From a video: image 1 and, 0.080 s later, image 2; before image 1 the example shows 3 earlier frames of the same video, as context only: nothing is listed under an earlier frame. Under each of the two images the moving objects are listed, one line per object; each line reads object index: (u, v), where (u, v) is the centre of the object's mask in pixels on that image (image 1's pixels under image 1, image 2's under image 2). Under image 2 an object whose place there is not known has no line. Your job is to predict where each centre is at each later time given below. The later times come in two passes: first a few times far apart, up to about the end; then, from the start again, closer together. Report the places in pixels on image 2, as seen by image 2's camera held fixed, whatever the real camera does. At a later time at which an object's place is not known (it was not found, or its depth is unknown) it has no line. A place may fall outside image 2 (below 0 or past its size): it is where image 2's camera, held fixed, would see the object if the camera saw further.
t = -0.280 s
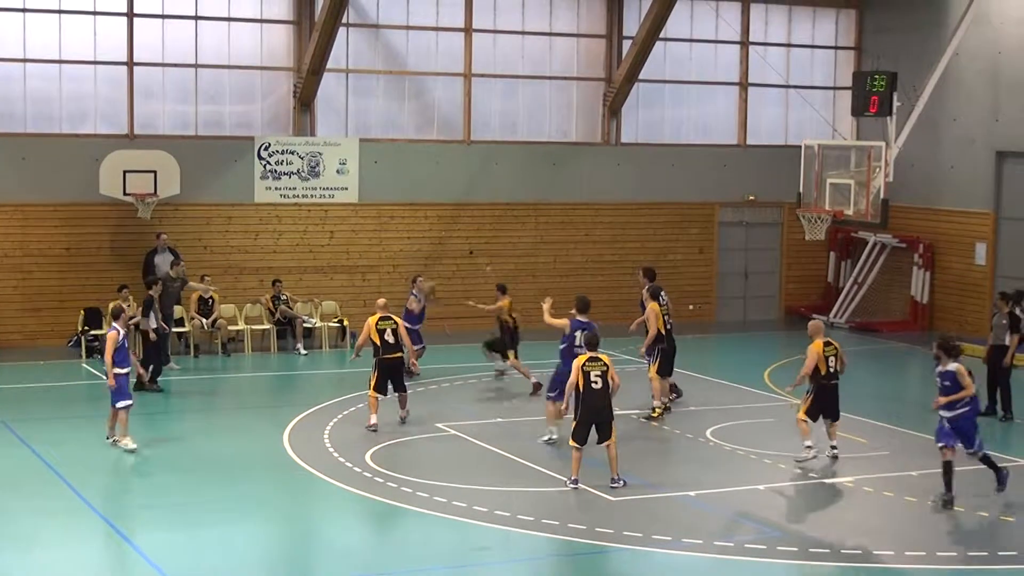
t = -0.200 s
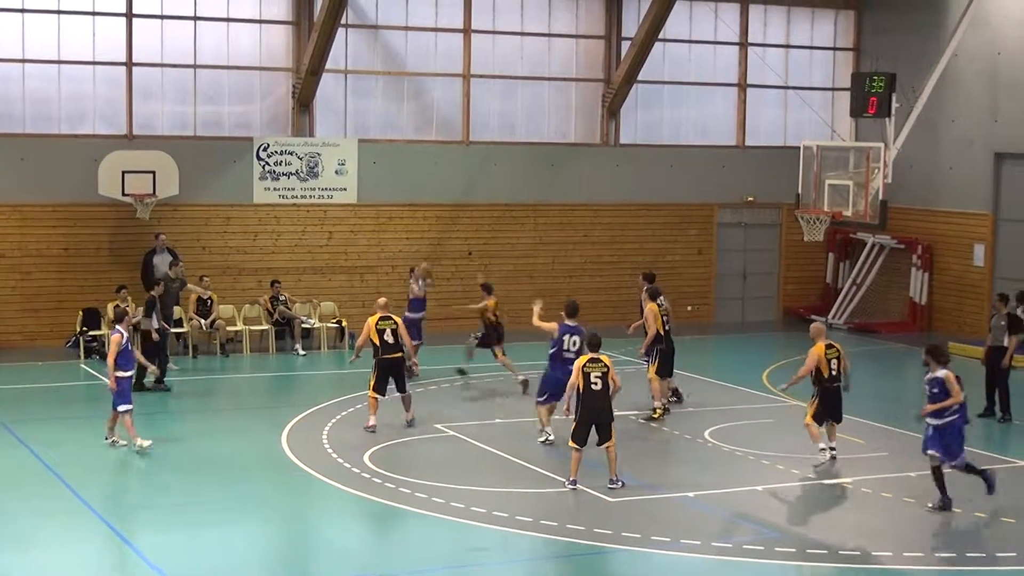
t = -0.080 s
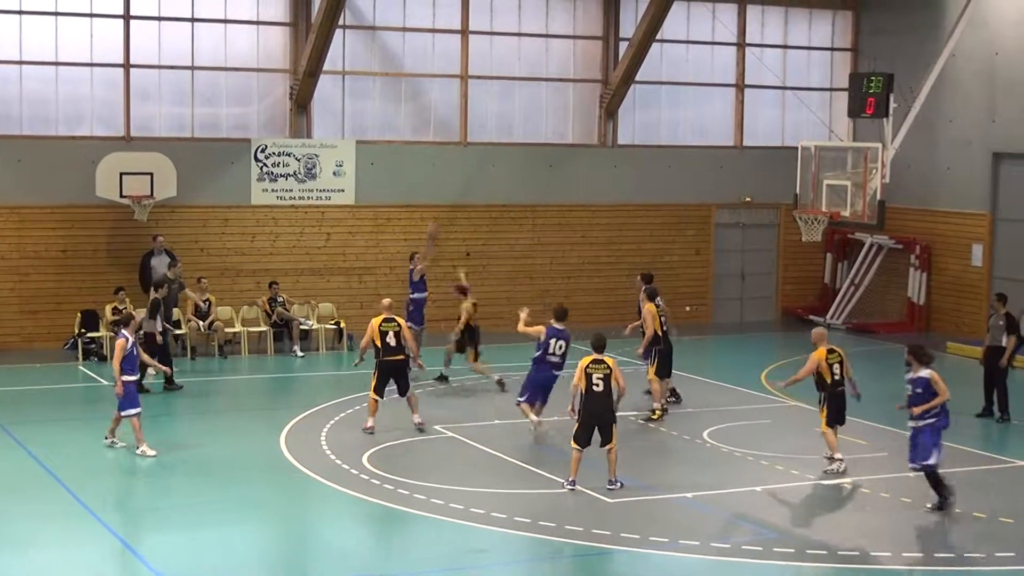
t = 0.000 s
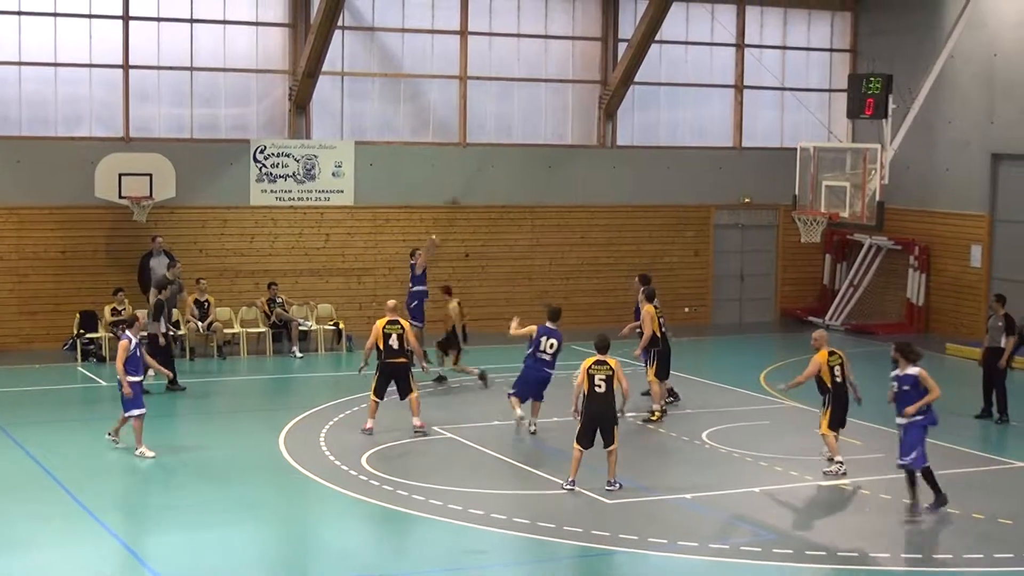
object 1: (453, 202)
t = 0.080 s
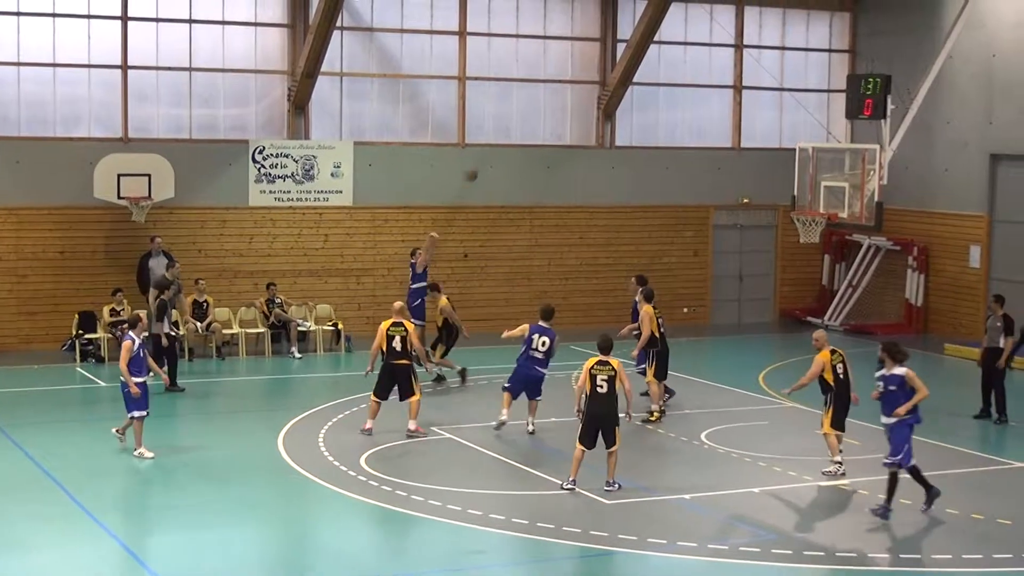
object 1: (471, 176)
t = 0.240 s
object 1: (513, 126)
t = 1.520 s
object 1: (821, 137)
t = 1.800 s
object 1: (807, 133)
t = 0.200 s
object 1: (503, 136)
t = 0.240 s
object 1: (513, 126)
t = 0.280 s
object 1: (524, 116)
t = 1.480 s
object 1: (822, 142)
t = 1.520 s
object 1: (821, 137)
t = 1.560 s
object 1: (819, 133)
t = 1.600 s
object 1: (817, 130)
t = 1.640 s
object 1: (815, 128)
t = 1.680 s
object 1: (813, 128)
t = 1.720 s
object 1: (811, 128)
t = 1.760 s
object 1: (810, 130)
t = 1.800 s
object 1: (807, 133)
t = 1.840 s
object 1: (805, 138)
